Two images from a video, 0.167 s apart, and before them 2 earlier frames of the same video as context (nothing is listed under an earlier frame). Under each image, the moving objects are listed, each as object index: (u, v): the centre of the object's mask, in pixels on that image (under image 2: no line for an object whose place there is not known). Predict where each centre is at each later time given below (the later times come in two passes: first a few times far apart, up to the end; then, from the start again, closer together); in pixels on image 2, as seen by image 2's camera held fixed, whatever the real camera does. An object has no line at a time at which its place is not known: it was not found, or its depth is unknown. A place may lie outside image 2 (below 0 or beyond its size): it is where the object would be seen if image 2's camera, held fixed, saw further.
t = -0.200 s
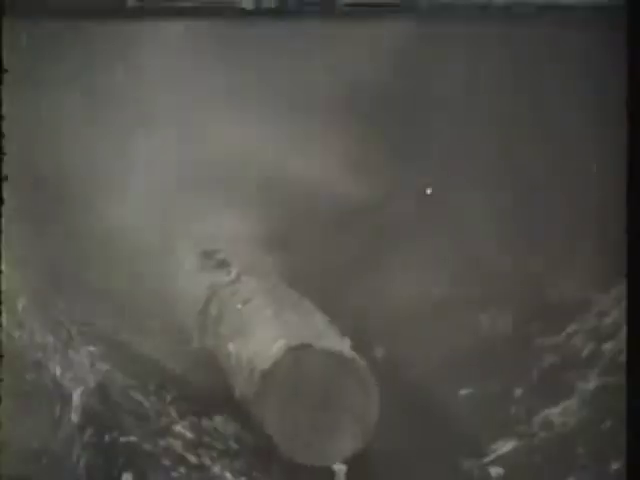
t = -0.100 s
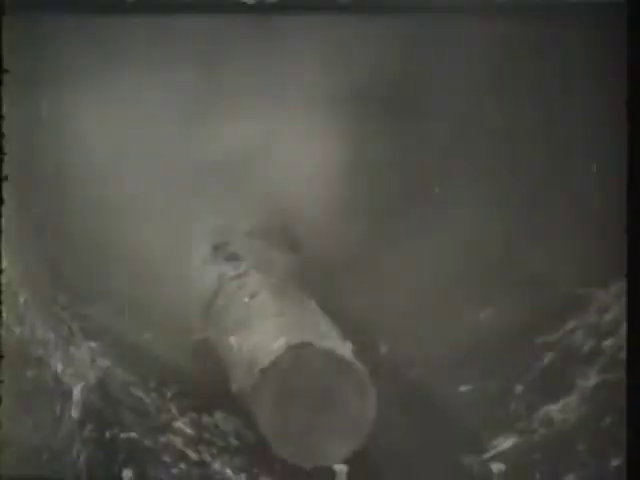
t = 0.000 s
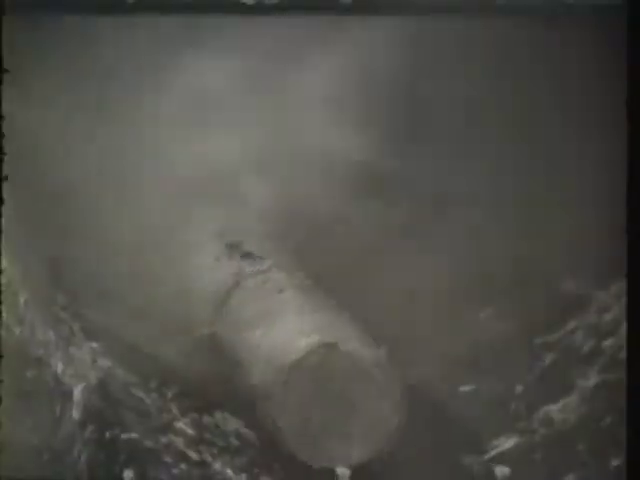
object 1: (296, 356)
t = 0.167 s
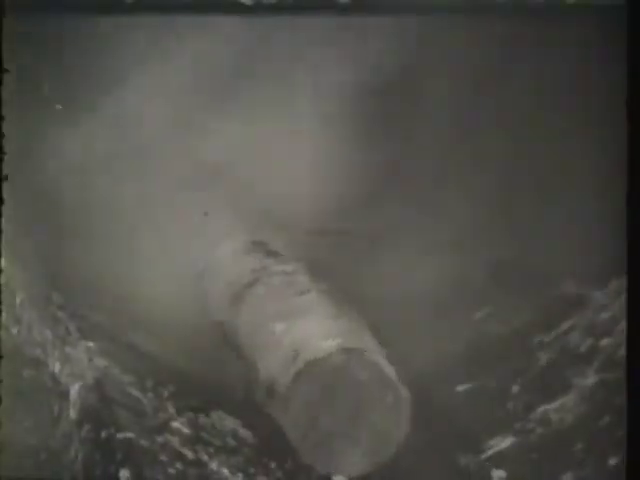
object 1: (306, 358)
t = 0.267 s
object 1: (327, 364)
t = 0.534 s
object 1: (408, 372)
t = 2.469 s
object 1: (392, 389)
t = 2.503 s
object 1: (395, 389)
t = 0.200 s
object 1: (309, 359)
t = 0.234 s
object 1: (316, 360)
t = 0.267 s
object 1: (327, 364)
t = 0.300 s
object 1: (328, 368)
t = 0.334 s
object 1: (334, 371)
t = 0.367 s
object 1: (336, 369)
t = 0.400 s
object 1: (351, 369)
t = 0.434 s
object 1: (368, 370)
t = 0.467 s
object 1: (394, 378)
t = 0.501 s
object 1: (407, 376)
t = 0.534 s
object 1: (408, 372)
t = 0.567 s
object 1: (407, 368)
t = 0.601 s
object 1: (404, 364)
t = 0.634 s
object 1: (402, 364)
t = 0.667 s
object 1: (398, 365)
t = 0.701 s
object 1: (394, 361)
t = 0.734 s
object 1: (394, 365)
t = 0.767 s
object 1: (391, 364)
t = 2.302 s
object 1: (387, 388)
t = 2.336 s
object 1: (387, 388)
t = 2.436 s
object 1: (391, 388)
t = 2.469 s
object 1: (392, 389)
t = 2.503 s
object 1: (395, 389)
